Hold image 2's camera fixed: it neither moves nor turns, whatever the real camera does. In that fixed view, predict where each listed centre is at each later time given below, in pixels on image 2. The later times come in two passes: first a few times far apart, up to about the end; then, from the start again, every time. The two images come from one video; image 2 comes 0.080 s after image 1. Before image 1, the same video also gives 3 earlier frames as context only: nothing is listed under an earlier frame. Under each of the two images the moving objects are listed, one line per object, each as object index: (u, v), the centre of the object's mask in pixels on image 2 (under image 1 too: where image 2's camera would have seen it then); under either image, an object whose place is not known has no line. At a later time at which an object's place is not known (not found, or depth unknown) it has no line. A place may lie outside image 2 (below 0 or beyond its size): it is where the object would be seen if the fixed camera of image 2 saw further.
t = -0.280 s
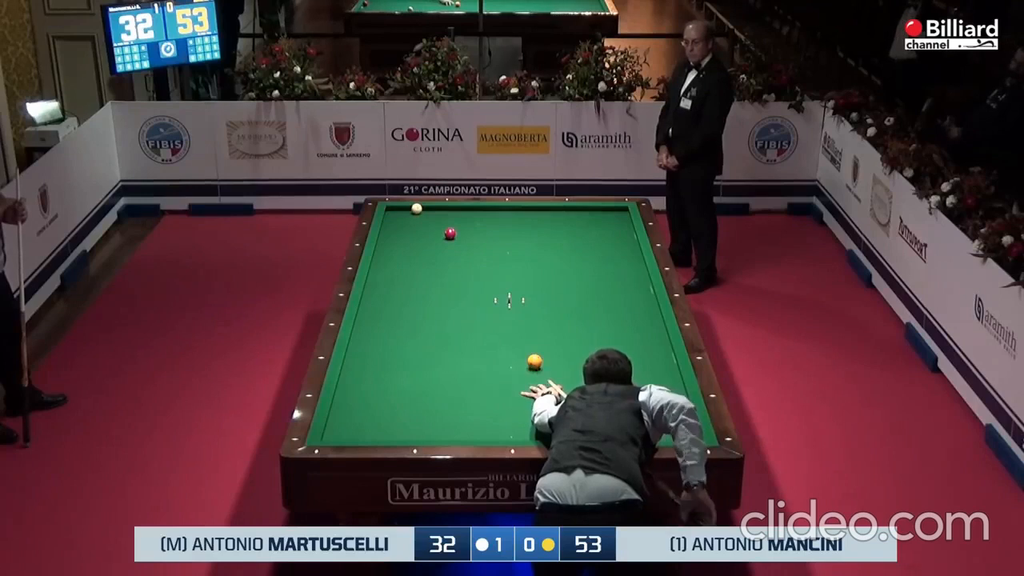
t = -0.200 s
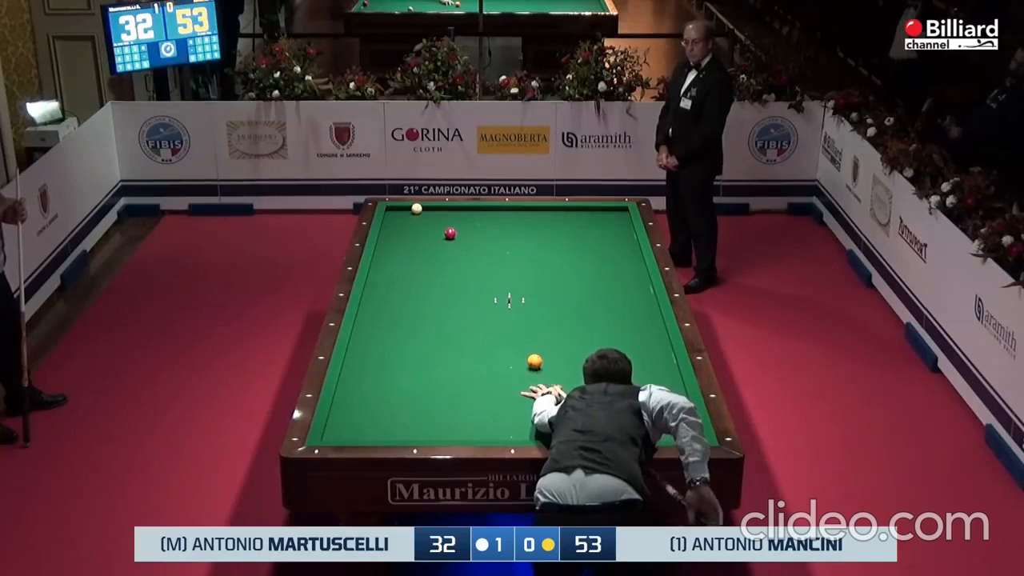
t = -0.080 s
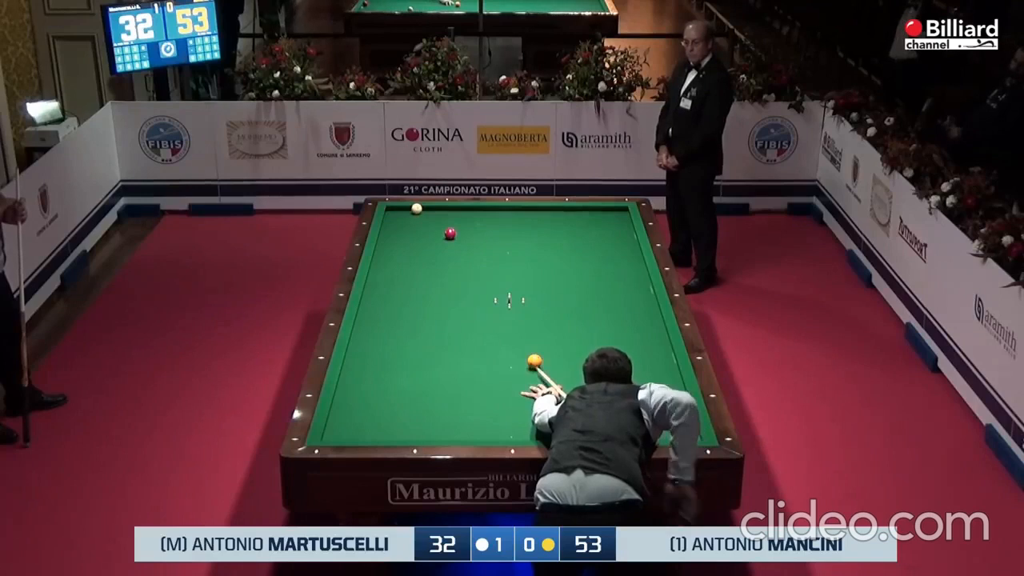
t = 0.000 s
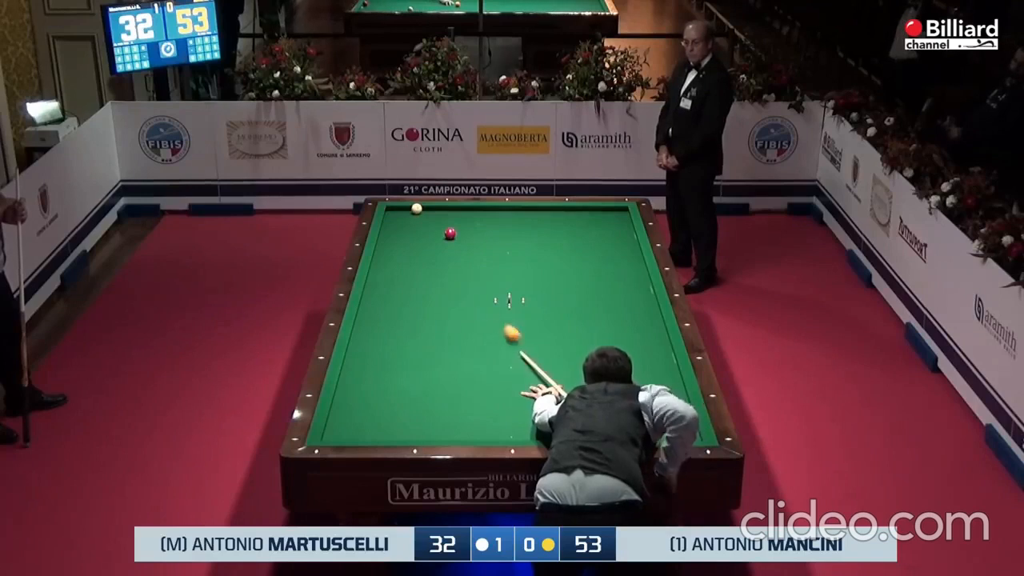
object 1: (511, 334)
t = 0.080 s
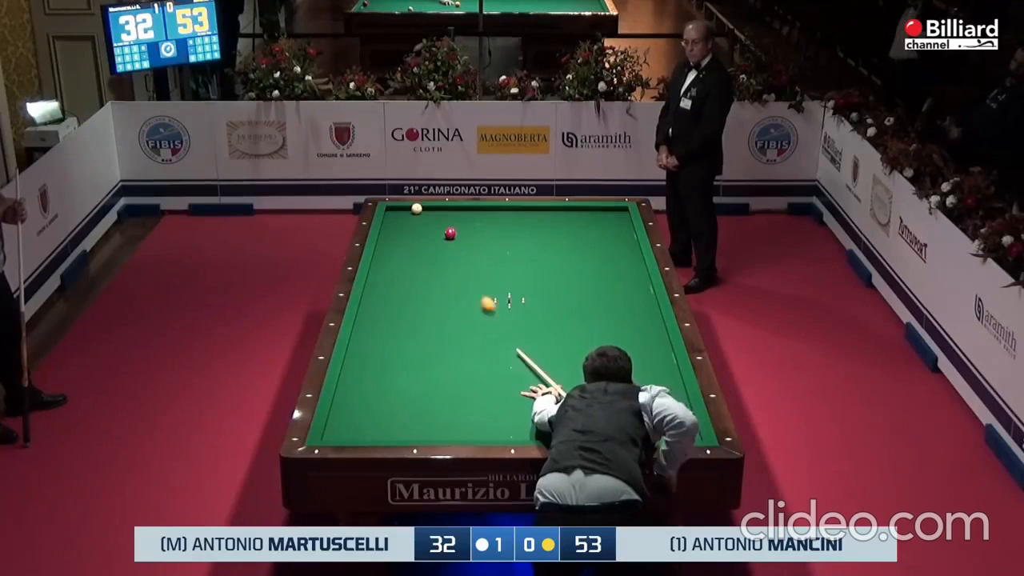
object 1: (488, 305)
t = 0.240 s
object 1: (449, 258)
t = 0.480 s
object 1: (400, 210)
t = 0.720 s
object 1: (446, 209)
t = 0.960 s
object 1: (496, 211)
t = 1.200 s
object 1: (544, 213)
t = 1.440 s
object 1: (592, 215)
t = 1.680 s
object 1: (616, 217)
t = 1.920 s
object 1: (586, 217)
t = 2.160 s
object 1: (559, 217)
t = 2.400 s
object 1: (533, 217)
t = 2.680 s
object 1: (503, 217)
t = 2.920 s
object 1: (478, 217)
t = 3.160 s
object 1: (453, 217)
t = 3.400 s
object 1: (429, 217)
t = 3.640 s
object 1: (405, 217)
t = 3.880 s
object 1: (392, 217)
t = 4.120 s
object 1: (405, 217)
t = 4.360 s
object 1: (418, 217)
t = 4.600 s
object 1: (431, 217)
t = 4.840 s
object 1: (442, 217)
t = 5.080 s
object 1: (454, 217)
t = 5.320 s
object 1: (465, 217)
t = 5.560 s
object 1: (475, 217)
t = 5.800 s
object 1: (485, 217)
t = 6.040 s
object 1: (495, 217)
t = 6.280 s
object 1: (504, 217)
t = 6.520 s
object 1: (512, 217)
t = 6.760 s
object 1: (520, 217)
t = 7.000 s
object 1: (528, 217)
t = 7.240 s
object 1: (536, 217)
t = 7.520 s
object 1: (544, 217)
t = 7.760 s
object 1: (550, 216)
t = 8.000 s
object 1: (556, 216)
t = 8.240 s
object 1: (562, 216)
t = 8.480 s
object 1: (567, 216)
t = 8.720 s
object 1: (572, 216)
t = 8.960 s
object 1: (576, 216)
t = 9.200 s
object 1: (579, 216)
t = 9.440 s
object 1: (583, 216)
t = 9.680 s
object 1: (586, 216)
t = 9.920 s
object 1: (588, 216)
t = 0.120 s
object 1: (477, 292)
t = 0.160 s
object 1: (467, 280)
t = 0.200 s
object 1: (458, 269)
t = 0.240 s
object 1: (449, 258)
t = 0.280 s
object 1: (441, 248)
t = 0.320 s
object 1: (433, 238)
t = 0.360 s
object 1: (426, 229)
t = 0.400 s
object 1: (419, 221)
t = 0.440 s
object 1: (413, 213)
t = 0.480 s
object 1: (400, 210)
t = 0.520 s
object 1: (392, 208)
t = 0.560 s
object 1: (404, 208)
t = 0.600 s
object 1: (415, 208)
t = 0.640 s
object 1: (426, 209)
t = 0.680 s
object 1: (436, 209)
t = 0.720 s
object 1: (446, 209)
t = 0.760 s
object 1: (455, 210)
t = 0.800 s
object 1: (464, 210)
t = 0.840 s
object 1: (472, 211)
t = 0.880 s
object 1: (480, 211)
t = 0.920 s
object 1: (488, 211)
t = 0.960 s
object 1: (496, 211)
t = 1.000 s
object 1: (504, 212)
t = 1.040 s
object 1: (512, 212)
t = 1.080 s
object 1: (520, 212)
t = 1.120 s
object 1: (528, 213)
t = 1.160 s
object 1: (536, 213)
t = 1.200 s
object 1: (544, 213)
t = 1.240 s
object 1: (552, 214)
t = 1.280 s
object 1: (560, 214)
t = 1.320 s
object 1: (568, 214)
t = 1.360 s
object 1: (576, 214)
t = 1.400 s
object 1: (584, 215)
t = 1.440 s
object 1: (592, 215)
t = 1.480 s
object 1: (600, 216)
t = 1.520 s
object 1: (608, 216)
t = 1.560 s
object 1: (615, 216)
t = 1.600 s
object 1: (623, 217)
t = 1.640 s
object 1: (622, 217)
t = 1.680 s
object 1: (616, 217)
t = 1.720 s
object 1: (610, 216)
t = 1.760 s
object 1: (604, 216)
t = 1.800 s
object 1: (599, 217)
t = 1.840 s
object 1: (595, 217)
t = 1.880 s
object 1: (590, 217)
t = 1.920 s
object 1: (586, 217)
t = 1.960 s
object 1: (581, 217)
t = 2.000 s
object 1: (577, 217)
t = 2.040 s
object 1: (572, 217)
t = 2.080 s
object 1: (568, 217)
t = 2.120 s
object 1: (563, 217)
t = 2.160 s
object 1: (559, 217)
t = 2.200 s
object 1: (555, 217)
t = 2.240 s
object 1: (550, 217)
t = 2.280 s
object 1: (546, 217)
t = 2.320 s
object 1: (542, 217)
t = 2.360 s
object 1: (537, 217)
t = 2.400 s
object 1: (533, 217)
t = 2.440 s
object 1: (529, 217)
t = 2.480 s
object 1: (524, 217)
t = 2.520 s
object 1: (520, 217)
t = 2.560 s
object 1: (516, 217)
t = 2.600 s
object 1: (511, 217)
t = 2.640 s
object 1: (507, 217)
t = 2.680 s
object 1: (503, 217)
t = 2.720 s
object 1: (499, 217)
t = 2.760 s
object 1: (494, 217)
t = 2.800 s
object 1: (490, 217)
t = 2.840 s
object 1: (486, 217)
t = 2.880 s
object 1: (482, 217)
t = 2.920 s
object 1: (478, 217)
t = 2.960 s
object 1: (474, 217)
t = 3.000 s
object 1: (469, 217)
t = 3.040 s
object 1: (465, 217)
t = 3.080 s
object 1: (461, 217)
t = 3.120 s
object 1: (457, 217)
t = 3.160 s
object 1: (453, 217)
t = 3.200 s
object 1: (449, 217)
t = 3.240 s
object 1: (445, 217)
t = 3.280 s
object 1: (441, 217)
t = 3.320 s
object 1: (437, 217)
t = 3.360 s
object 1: (433, 217)
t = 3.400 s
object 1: (429, 217)
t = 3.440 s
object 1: (425, 217)
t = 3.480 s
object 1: (421, 217)
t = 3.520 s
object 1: (417, 217)
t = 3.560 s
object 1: (413, 217)
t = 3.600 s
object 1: (409, 217)
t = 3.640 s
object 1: (405, 217)
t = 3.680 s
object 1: (401, 217)
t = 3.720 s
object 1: (397, 217)
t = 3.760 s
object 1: (393, 217)
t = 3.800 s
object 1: (389, 217)
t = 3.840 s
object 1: (389, 217)
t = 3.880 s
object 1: (392, 217)
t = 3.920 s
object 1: (394, 217)
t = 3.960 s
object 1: (397, 217)
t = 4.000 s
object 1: (399, 217)
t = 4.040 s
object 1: (401, 217)
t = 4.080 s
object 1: (403, 217)
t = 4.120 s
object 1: (405, 217)
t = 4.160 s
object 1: (408, 217)
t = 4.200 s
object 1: (410, 217)
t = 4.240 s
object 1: (412, 217)
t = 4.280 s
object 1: (414, 217)
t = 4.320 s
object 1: (416, 217)
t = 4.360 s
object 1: (418, 217)
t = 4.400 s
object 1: (421, 217)
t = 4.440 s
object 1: (423, 217)
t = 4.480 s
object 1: (425, 217)
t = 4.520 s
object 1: (427, 217)
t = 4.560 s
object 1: (429, 217)
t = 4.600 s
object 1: (431, 217)
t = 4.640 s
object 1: (433, 217)
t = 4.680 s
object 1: (435, 217)
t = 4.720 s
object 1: (437, 217)
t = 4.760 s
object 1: (439, 217)
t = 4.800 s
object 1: (440, 217)
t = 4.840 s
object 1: (442, 217)
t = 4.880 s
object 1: (444, 217)
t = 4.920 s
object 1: (446, 217)
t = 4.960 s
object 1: (448, 217)
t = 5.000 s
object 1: (450, 217)
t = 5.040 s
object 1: (452, 217)
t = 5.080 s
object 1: (454, 217)
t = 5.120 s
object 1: (456, 217)
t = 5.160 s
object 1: (458, 217)
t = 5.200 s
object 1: (459, 217)
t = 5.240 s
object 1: (461, 217)
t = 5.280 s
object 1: (463, 217)
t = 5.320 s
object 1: (465, 217)
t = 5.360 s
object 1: (466, 217)
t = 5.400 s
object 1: (468, 217)
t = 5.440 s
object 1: (470, 217)
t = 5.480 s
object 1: (472, 217)
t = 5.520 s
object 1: (473, 217)
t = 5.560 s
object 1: (475, 217)
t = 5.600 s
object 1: (477, 217)
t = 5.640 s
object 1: (478, 217)
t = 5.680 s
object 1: (480, 217)
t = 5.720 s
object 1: (482, 217)
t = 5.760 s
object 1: (483, 217)
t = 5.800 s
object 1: (485, 217)
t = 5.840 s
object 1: (487, 217)
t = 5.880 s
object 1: (488, 217)
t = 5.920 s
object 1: (490, 217)
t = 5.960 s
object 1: (492, 217)
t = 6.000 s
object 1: (493, 217)
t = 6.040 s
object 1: (495, 217)
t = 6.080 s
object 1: (496, 217)
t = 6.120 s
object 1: (497, 217)
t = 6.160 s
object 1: (499, 217)
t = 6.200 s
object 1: (501, 217)
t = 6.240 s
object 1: (502, 217)
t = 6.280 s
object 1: (504, 217)
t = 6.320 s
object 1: (505, 217)
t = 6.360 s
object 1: (507, 217)
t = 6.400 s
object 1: (508, 217)
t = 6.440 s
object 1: (509, 217)
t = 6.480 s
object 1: (511, 217)
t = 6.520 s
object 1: (512, 217)
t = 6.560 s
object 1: (514, 217)
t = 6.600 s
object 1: (515, 217)
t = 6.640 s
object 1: (517, 217)
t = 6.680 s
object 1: (518, 217)
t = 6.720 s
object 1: (519, 217)
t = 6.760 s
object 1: (520, 217)
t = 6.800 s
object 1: (522, 217)
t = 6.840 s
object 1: (523, 217)
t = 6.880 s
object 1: (525, 217)
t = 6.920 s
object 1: (526, 217)
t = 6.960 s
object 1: (527, 217)
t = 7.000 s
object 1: (528, 217)
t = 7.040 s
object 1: (530, 217)
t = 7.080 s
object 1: (531, 217)
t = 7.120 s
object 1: (532, 217)
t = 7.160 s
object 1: (533, 217)
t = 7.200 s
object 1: (535, 217)
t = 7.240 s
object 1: (536, 217)
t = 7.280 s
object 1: (537, 217)
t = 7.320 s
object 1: (538, 217)
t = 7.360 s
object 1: (539, 217)
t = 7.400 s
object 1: (540, 217)
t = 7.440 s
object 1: (542, 217)
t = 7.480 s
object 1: (543, 217)
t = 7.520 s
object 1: (544, 217)
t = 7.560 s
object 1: (545, 216)
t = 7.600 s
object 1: (546, 216)
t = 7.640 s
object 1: (547, 216)
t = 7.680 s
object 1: (548, 216)
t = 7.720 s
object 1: (549, 216)
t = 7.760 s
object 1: (550, 216)
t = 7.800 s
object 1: (551, 216)
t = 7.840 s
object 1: (552, 216)
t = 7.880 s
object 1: (553, 216)
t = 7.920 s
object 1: (554, 216)
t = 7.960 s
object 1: (555, 216)
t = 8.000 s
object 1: (556, 216)
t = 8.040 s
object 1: (557, 216)
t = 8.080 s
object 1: (558, 216)
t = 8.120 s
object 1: (559, 216)
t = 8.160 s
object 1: (560, 216)
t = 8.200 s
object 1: (561, 216)
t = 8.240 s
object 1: (562, 216)
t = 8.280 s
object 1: (563, 216)
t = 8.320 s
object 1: (563, 216)
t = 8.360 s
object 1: (564, 216)
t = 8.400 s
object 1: (565, 216)
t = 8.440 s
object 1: (566, 216)
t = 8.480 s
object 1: (567, 216)
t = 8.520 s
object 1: (568, 216)
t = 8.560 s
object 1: (568, 216)
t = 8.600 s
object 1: (569, 216)
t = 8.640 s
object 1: (570, 216)
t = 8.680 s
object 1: (571, 216)
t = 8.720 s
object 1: (572, 216)
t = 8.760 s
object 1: (572, 216)
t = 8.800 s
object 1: (573, 216)
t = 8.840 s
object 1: (574, 216)
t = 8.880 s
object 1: (574, 216)
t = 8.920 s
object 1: (575, 216)
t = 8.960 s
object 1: (576, 216)
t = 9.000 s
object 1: (576, 216)
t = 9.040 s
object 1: (577, 216)
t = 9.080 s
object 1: (578, 216)
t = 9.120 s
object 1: (578, 216)
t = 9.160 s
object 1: (579, 216)
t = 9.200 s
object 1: (579, 216)
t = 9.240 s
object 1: (580, 216)
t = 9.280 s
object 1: (581, 216)
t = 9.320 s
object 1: (581, 216)
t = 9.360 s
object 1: (582, 216)
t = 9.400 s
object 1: (582, 216)
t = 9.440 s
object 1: (583, 216)
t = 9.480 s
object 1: (583, 216)
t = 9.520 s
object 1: (584, 216)
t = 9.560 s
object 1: (584, 216)
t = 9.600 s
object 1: (585, 216)
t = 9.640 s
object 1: (585, 216)
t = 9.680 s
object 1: (586, 216)
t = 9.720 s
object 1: (586, 216)
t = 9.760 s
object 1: (586, 216)
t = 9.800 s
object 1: (587, 216)
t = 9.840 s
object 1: (587, 216)
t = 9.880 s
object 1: (588, 216)
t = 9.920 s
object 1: (588, 216)
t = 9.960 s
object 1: (588, 216)
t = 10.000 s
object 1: (589, 216)
